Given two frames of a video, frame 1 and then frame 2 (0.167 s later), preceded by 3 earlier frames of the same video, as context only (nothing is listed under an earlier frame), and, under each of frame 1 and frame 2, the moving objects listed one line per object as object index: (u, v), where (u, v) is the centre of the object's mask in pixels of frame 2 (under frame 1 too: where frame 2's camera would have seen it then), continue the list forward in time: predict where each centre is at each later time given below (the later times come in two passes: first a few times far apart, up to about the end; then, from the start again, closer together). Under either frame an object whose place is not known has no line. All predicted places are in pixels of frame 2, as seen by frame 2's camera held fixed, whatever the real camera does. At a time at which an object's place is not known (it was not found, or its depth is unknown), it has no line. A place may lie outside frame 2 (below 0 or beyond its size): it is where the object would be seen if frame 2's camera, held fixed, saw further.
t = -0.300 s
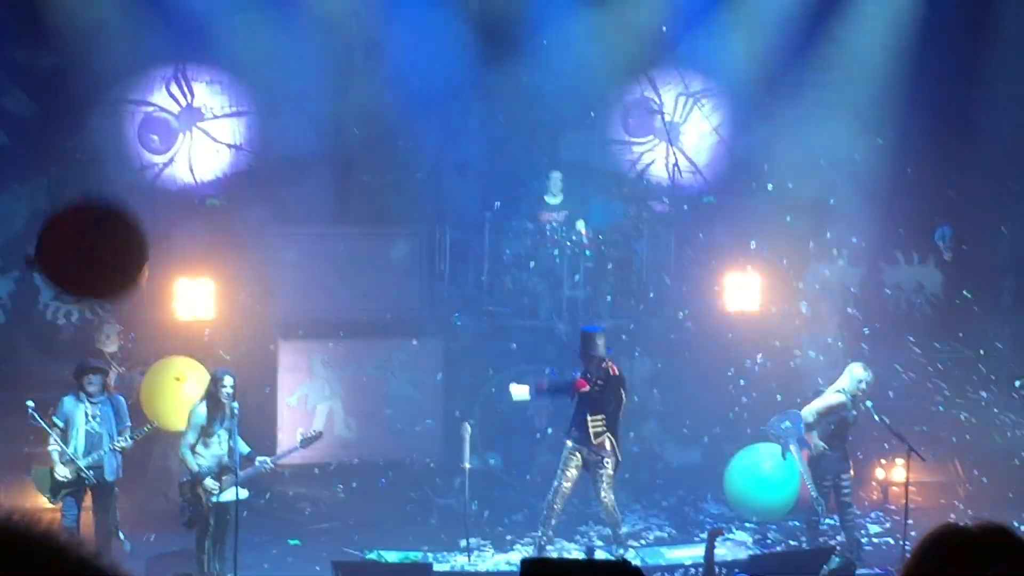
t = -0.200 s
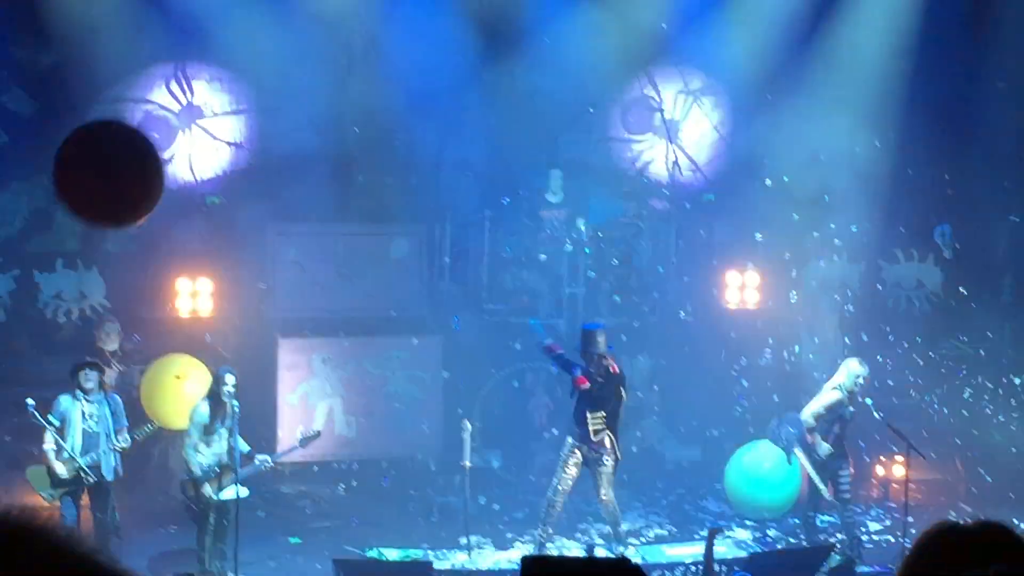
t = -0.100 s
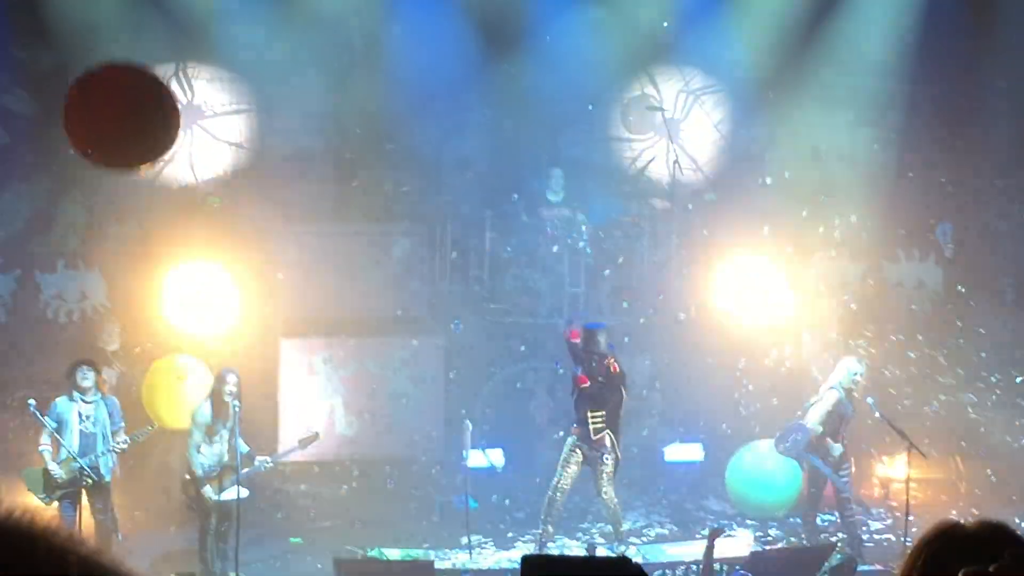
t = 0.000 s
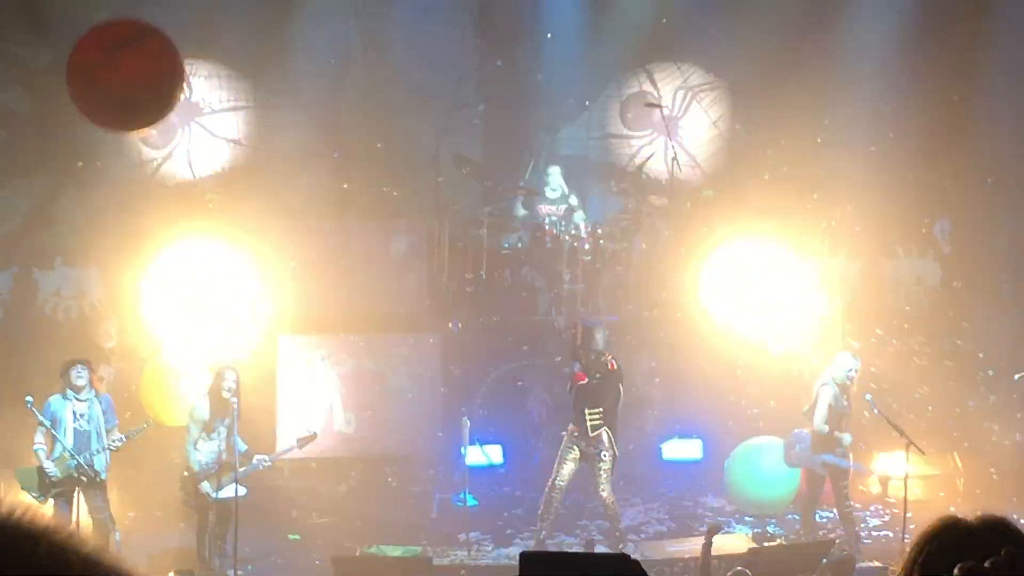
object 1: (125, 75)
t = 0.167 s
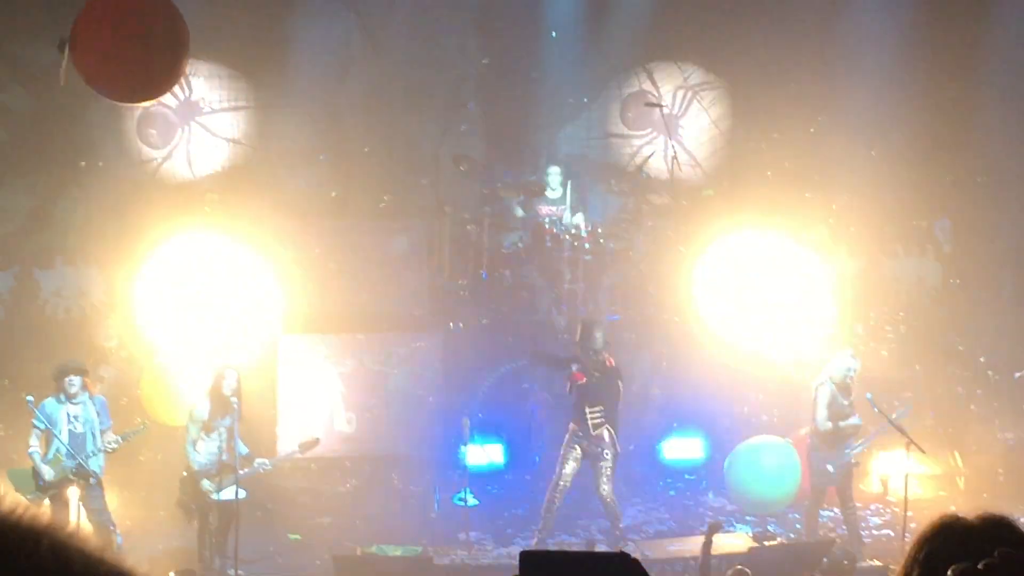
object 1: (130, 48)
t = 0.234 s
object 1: (134, 44)
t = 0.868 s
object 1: (159, 123)
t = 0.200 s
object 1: (132, 46)
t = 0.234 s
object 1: (134, 44)
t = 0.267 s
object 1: (136, 43)
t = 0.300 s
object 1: (137, 42)
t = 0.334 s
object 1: (138, 41)
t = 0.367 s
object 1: (139, 40)
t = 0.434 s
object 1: (142, 39)
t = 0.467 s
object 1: (147, 42)
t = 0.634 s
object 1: (149, 59)
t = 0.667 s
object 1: (150, 66)
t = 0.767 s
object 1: (154, 93)
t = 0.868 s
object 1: (159, 123)
